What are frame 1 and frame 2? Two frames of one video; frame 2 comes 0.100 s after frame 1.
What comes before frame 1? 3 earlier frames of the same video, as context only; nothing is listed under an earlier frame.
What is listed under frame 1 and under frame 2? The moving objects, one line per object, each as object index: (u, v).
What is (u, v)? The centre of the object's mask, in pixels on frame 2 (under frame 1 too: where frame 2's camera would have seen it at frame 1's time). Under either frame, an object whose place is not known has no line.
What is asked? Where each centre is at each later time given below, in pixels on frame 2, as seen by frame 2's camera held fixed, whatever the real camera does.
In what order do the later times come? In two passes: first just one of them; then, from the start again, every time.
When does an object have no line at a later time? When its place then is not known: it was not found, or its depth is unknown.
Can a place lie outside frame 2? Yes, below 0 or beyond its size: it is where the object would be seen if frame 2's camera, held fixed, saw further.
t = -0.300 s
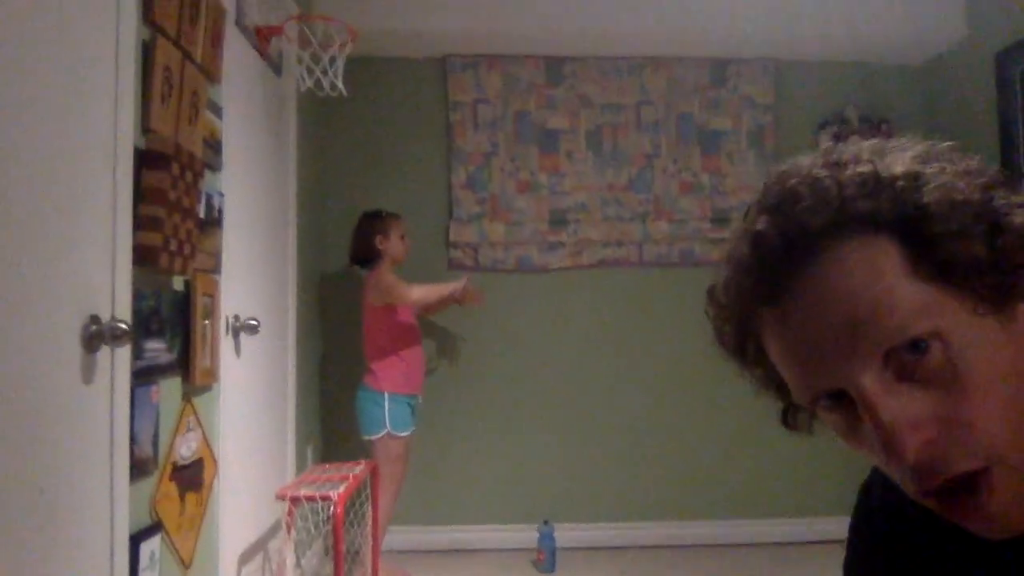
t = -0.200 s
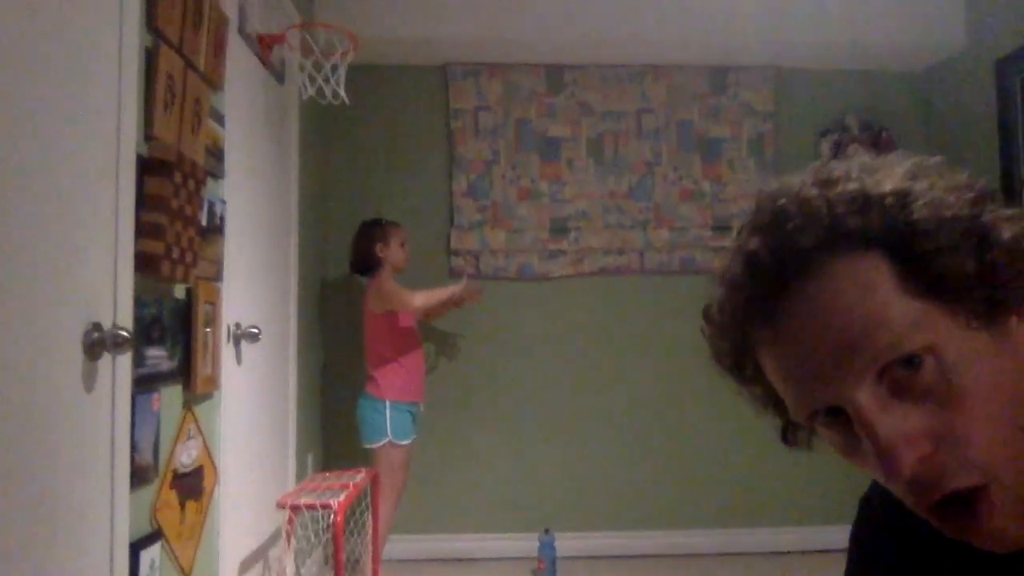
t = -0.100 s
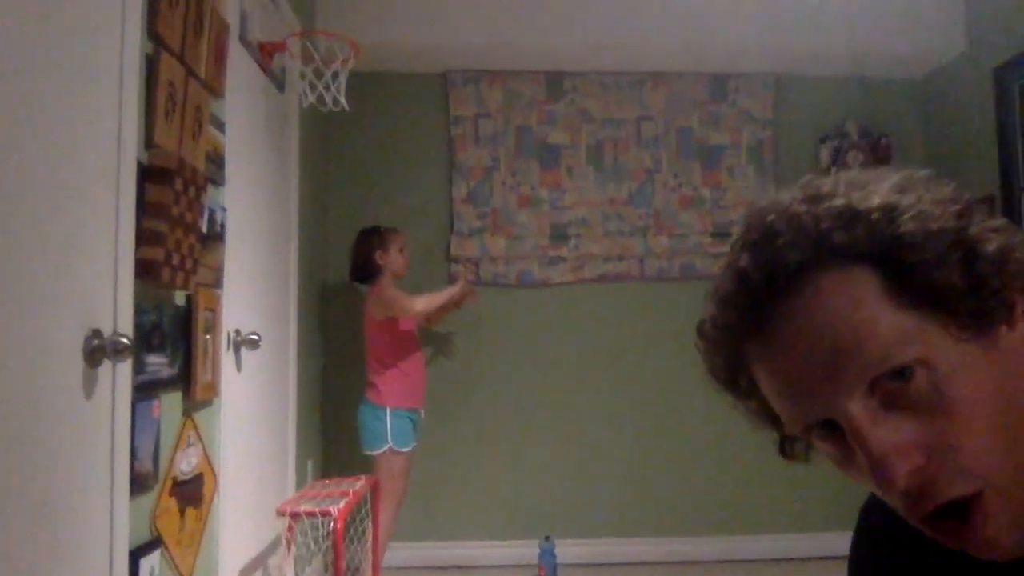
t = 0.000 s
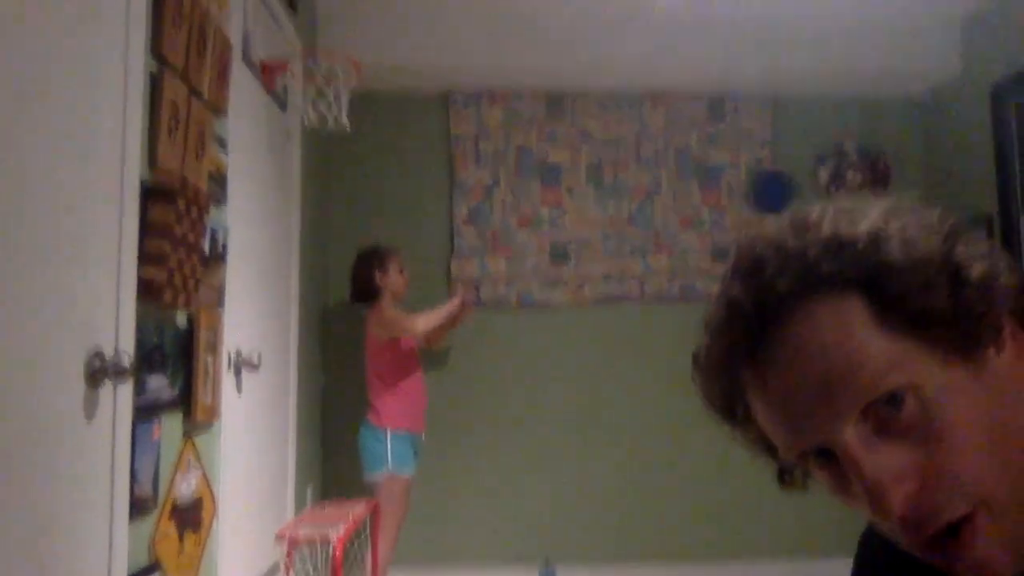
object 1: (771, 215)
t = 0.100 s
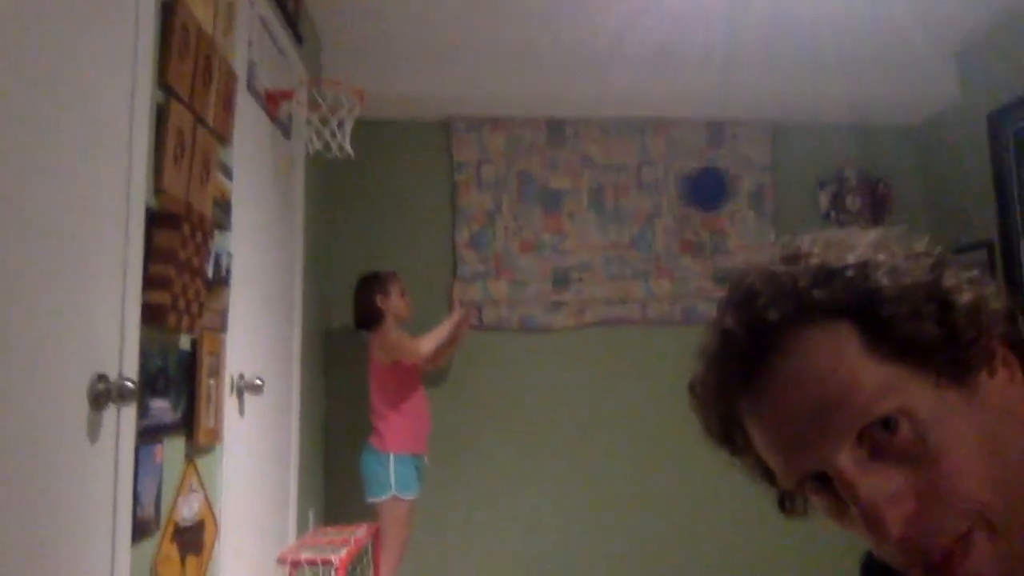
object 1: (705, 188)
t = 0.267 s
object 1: (604, 193)
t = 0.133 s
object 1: (685, 184)
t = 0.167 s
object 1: (665, 183)
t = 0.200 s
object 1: (644, 184)
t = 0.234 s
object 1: (623, 187)
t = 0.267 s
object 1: (604, 193)
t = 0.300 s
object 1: (583, 202)
